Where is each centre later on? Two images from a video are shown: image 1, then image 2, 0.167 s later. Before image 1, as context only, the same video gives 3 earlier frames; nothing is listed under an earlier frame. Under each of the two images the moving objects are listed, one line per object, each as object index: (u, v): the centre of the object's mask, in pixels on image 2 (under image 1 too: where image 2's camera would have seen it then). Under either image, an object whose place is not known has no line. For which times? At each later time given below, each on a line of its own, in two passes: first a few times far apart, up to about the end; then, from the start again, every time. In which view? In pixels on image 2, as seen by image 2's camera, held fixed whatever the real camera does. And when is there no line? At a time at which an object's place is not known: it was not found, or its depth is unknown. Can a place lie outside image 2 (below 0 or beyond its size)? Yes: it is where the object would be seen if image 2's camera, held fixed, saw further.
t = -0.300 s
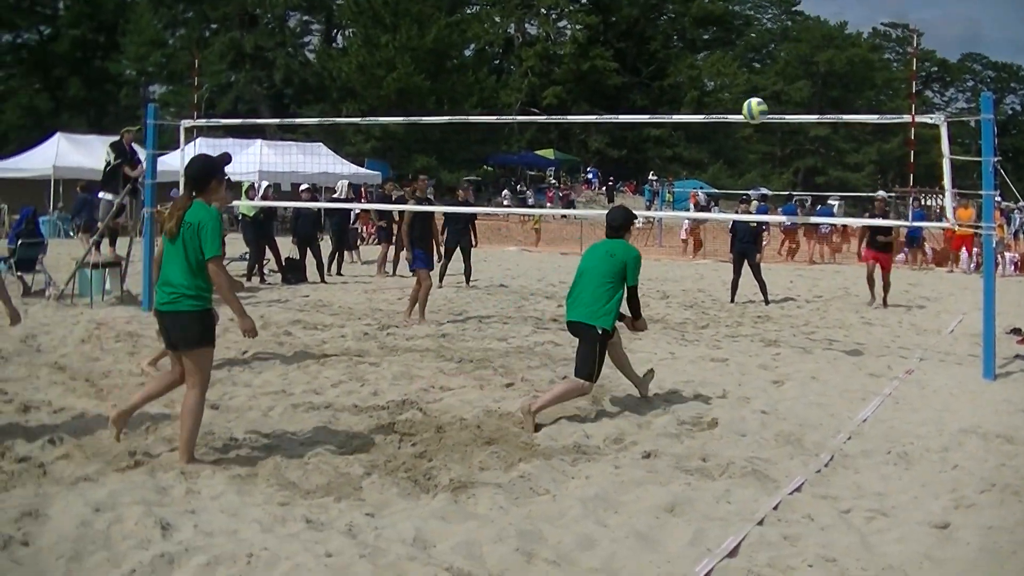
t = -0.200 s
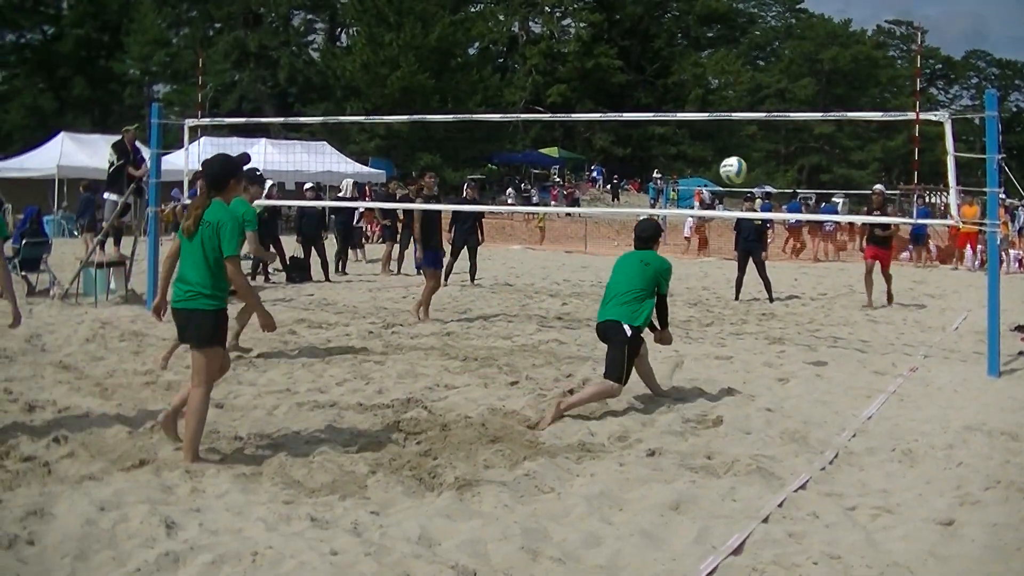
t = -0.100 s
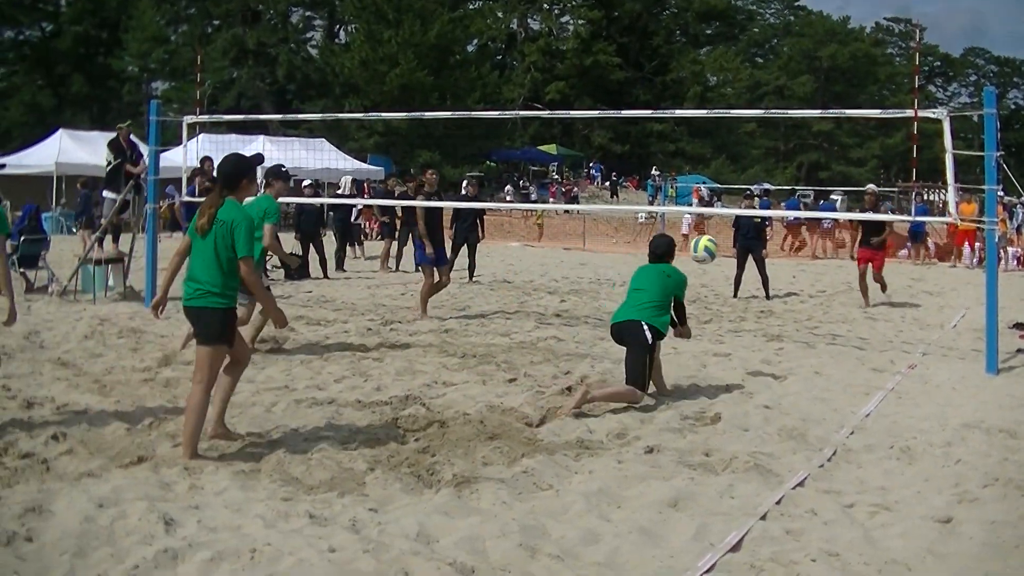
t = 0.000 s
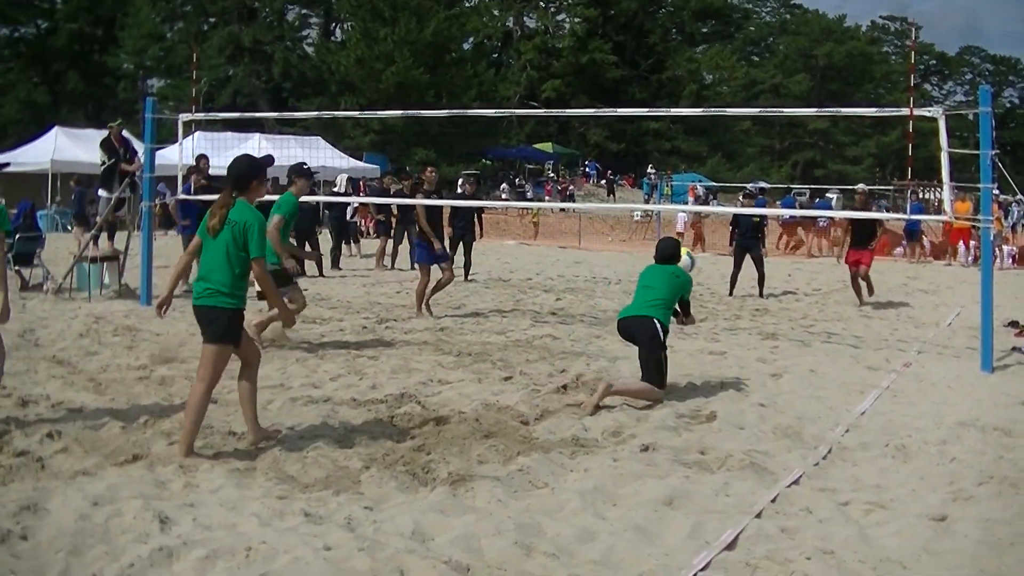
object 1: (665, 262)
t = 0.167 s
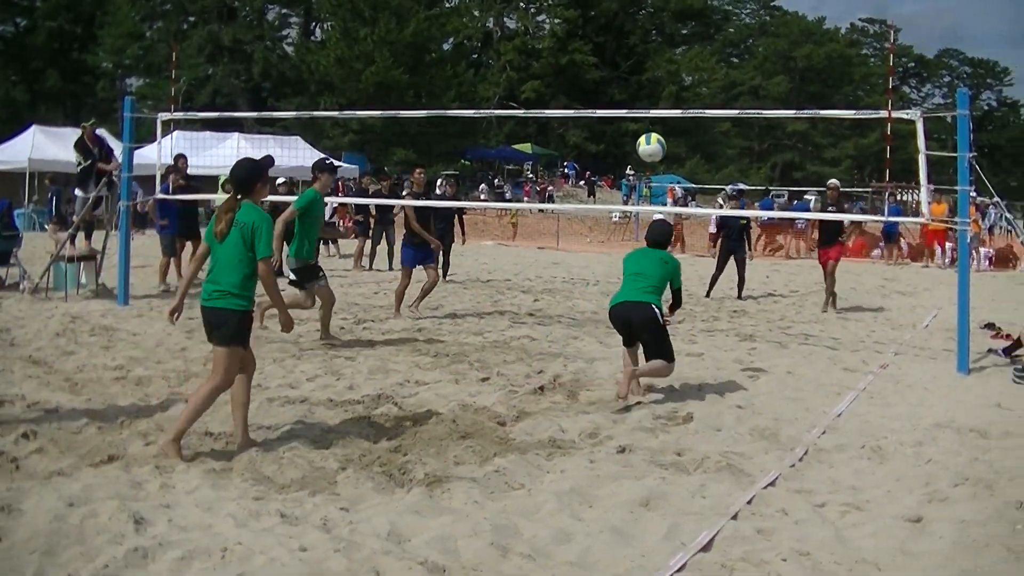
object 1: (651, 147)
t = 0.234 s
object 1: (647, 113)
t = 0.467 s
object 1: (632, 36)
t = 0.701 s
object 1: (616, 33)
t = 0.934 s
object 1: (600, 96)
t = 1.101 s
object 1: (587, 181)
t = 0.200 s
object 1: (649, 129)
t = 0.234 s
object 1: (647, 113)
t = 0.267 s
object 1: (645, 97)
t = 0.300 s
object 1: (643, 82)
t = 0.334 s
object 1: (641, 70)
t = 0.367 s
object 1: (639, 60)
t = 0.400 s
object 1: (637, 51)
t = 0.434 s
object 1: (635, 43)
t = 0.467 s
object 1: (632, 36)
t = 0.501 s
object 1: (630, 31)
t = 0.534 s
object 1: (628, 28)
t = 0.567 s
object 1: (626, 26)
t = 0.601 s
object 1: (624, 25)
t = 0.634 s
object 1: (621, 26)
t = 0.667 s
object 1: (618, 29)
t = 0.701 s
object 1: (616, 33)
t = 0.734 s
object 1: (614, 38)
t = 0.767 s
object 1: (612, 44)
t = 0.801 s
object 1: (609, 51)
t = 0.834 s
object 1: (607, 61)
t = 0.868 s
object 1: (605, 72)
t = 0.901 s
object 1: (602, 84)
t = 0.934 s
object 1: (600, 96)
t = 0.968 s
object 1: (597, 111)
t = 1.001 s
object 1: (594, 127)
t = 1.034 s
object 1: (592, 145)
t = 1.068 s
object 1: (590, 162)
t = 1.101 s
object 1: (587, 181)
